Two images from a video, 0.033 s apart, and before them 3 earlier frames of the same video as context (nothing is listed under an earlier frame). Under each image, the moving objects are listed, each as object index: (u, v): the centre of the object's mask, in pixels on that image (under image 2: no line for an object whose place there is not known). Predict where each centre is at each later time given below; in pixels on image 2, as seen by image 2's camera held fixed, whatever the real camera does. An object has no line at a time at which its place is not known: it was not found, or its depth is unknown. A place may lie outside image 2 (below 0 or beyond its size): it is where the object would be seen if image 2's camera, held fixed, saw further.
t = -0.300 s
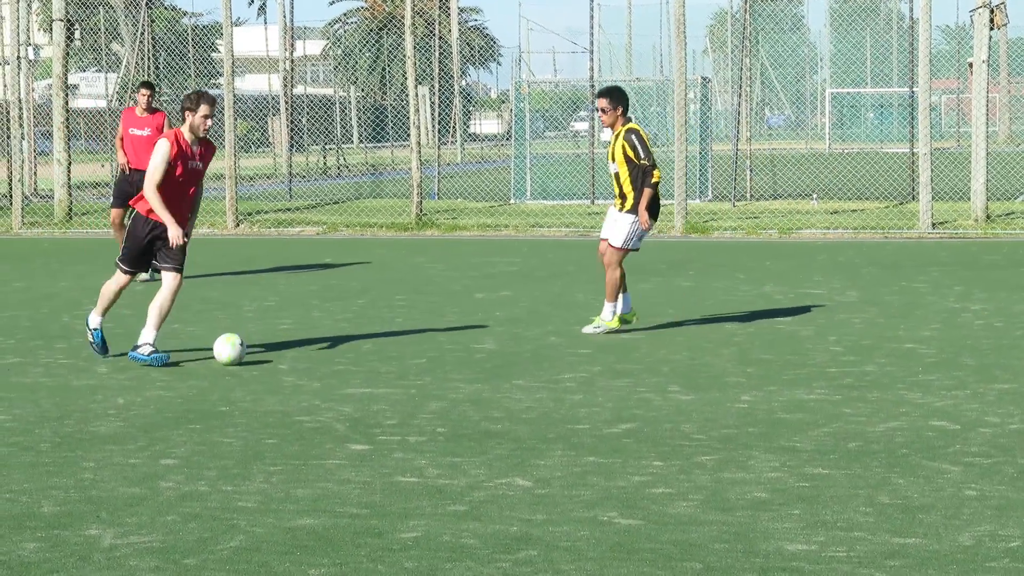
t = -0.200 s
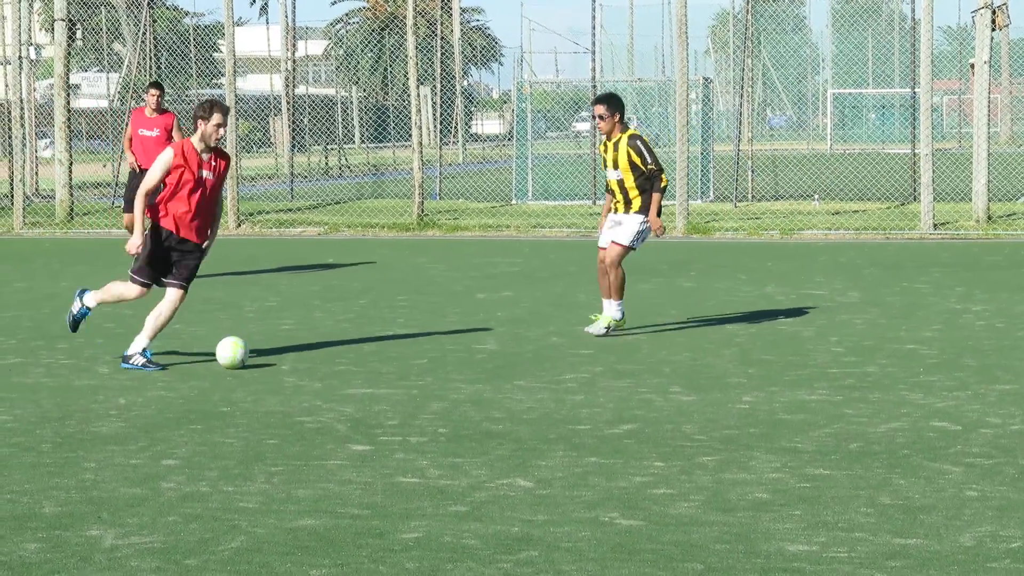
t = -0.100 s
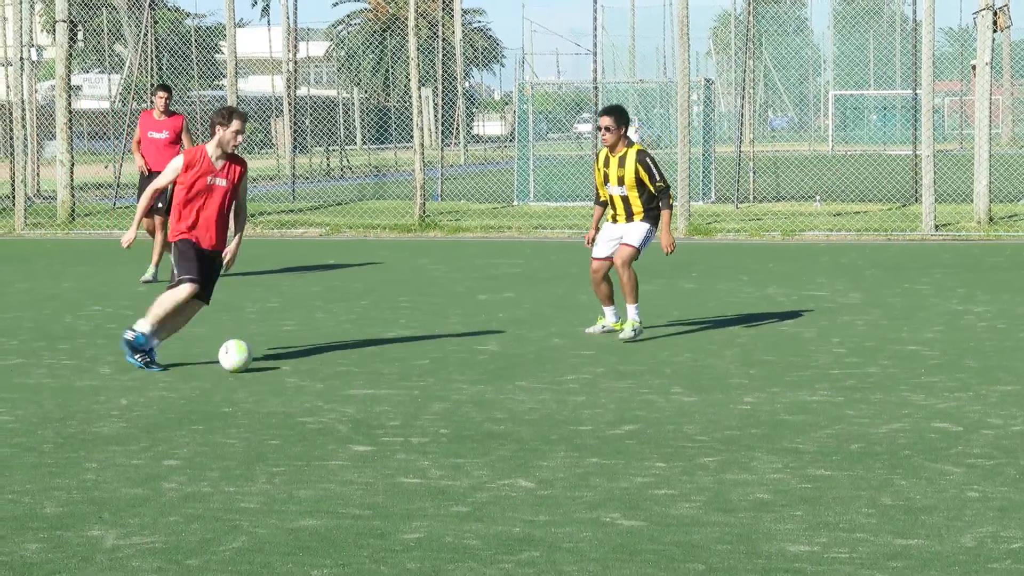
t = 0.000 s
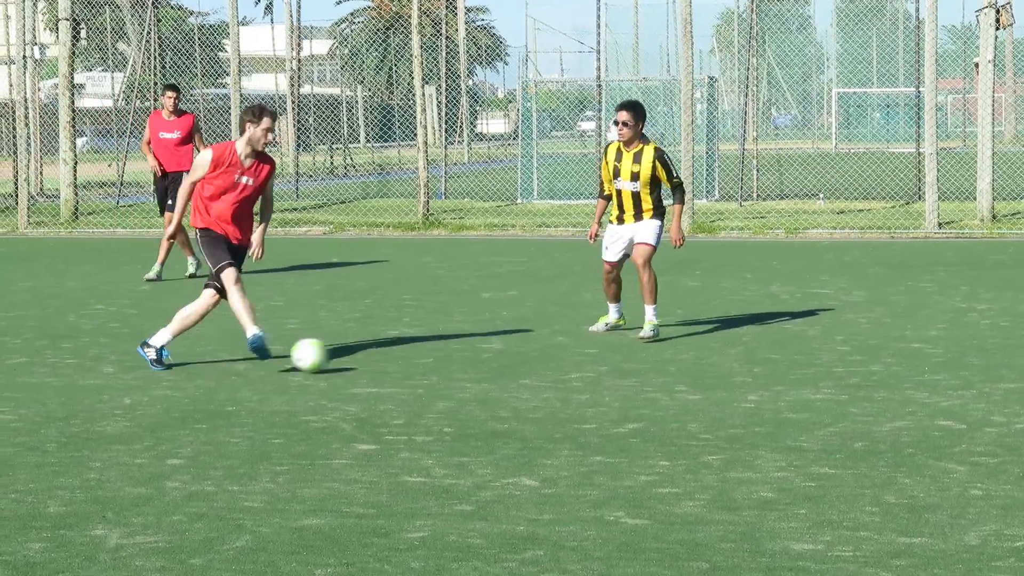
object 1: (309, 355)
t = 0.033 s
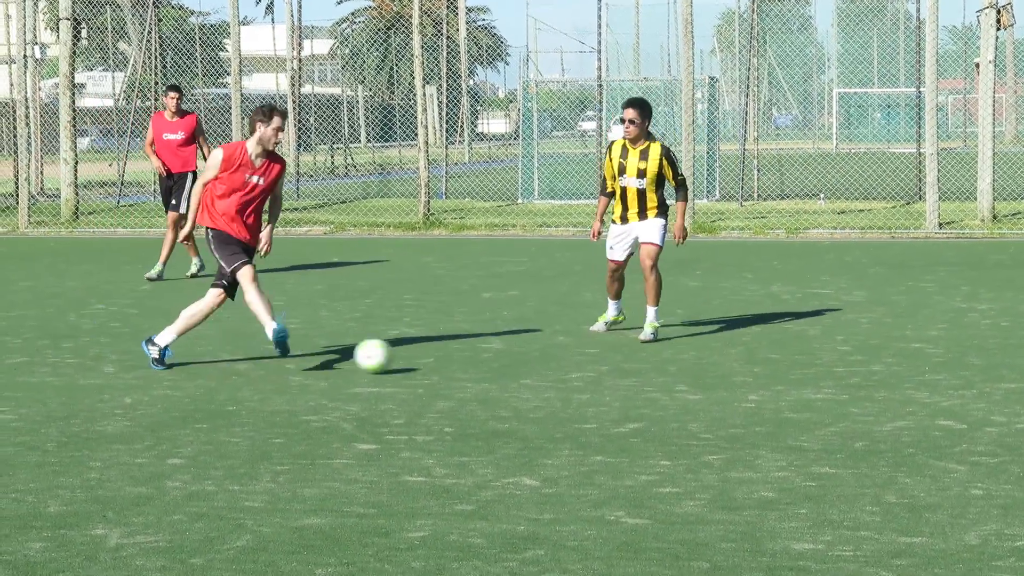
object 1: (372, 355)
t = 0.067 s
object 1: (435, 358)
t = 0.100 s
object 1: (497, 357)
